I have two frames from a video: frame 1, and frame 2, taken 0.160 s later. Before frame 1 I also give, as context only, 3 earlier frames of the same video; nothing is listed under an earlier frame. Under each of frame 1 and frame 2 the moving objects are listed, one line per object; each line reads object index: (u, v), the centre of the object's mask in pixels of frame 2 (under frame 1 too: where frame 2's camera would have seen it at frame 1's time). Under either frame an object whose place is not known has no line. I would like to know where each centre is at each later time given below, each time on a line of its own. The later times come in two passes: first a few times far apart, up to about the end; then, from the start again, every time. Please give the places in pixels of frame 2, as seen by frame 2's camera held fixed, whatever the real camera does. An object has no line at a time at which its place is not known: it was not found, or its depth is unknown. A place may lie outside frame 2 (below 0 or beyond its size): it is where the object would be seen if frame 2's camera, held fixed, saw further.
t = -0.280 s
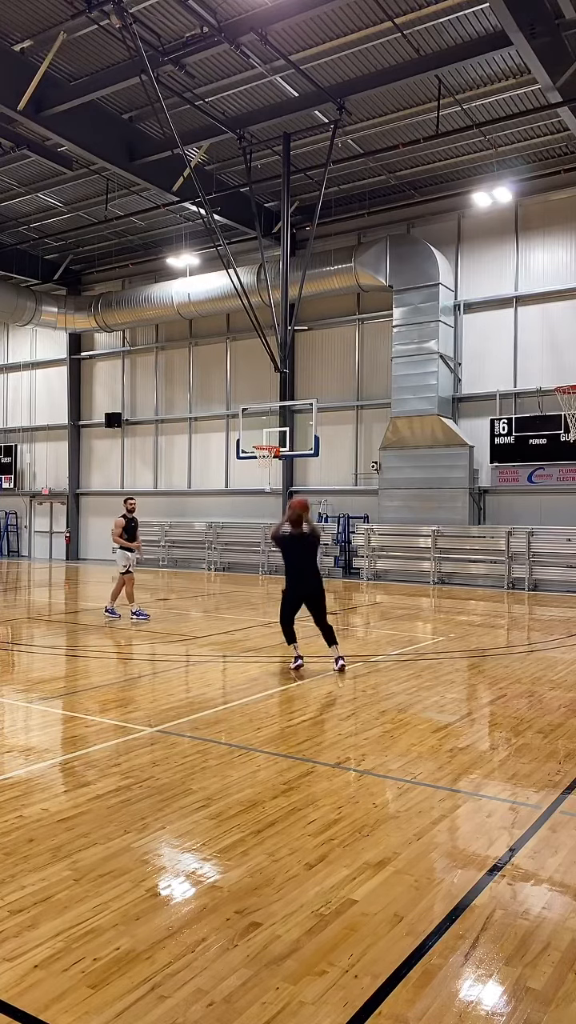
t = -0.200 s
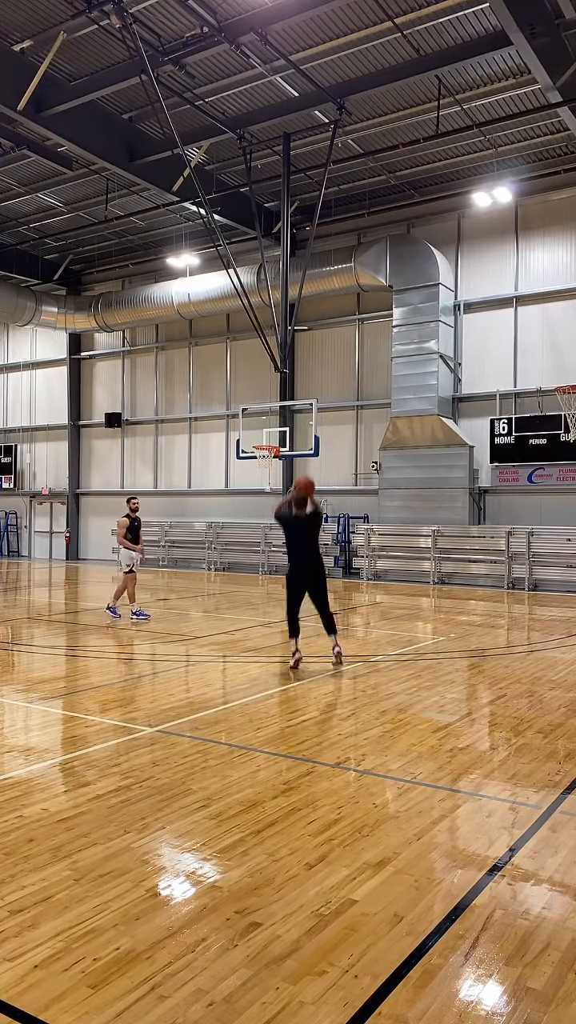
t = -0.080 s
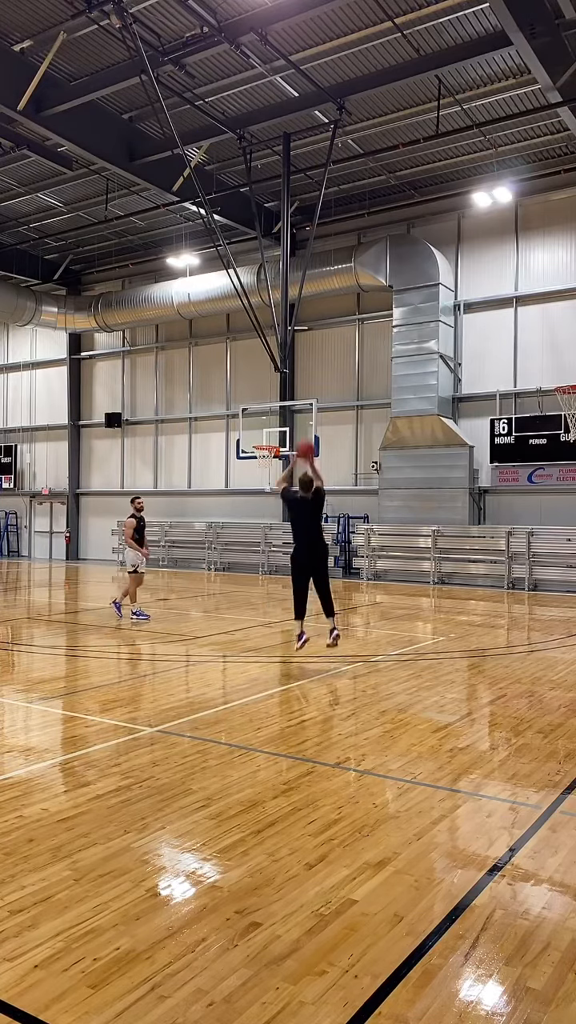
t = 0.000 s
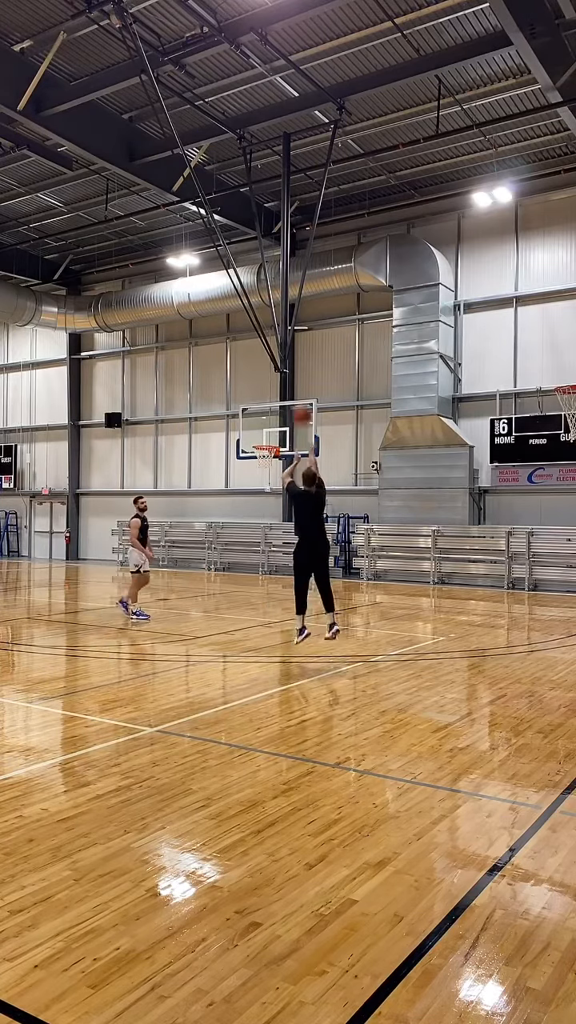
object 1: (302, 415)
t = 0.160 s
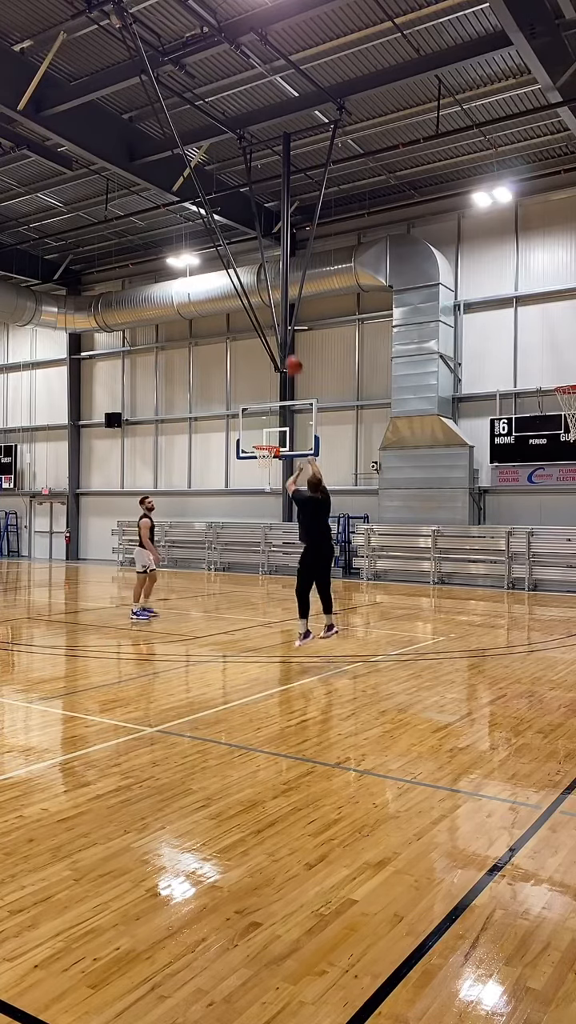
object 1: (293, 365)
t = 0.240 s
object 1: (290, 349)
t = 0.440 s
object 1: (282, 335)
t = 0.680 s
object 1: (275, 351)
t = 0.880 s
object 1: (270, 385)
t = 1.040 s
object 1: (265, 422)
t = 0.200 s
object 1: (291, 356)
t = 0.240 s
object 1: (290, 349)
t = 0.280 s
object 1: (289, 344)
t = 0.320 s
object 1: (287, 341)
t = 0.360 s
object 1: (286, 338)
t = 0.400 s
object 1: (284, 336)
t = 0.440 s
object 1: (282, 335)
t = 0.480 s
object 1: (281, 335)
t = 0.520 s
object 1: (280, 337)
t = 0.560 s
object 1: (279, 338)
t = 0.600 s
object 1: (277, 341)
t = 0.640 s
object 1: (276, 345)
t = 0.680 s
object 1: (275, 351)
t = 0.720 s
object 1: (274, 355)
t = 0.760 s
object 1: (273, 362)
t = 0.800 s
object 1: (272, 369)
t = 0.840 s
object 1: (271, 376)
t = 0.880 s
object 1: (270, 385)
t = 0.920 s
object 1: (269, 392)
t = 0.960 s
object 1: (268, 402)
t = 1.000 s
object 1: (266, 412)
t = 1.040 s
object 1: (265, 422)
